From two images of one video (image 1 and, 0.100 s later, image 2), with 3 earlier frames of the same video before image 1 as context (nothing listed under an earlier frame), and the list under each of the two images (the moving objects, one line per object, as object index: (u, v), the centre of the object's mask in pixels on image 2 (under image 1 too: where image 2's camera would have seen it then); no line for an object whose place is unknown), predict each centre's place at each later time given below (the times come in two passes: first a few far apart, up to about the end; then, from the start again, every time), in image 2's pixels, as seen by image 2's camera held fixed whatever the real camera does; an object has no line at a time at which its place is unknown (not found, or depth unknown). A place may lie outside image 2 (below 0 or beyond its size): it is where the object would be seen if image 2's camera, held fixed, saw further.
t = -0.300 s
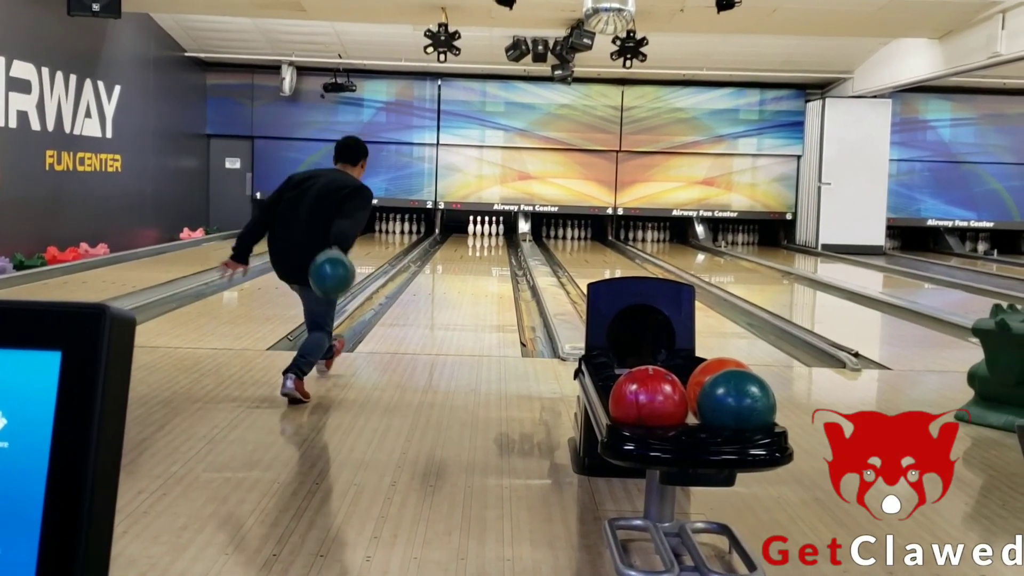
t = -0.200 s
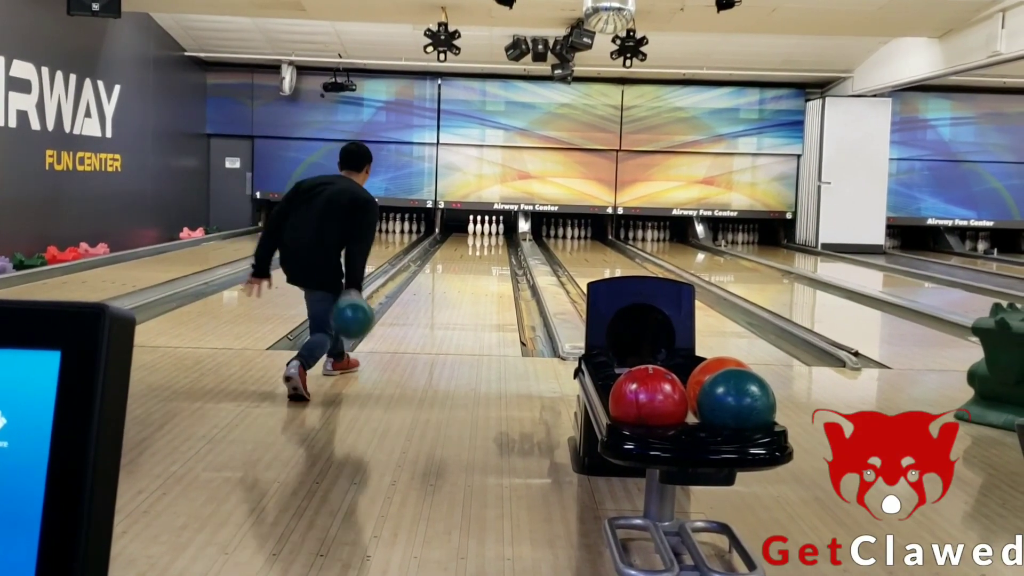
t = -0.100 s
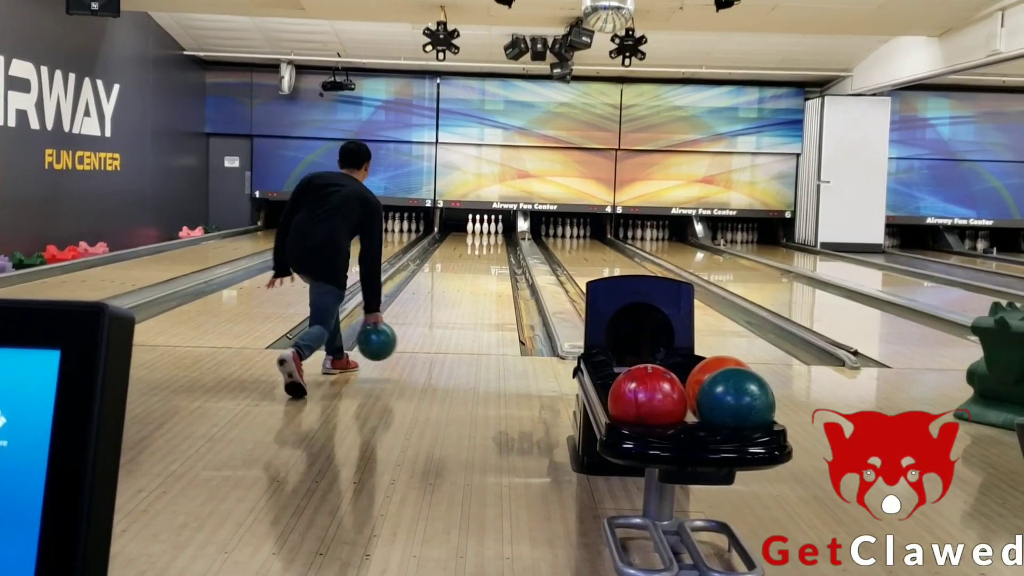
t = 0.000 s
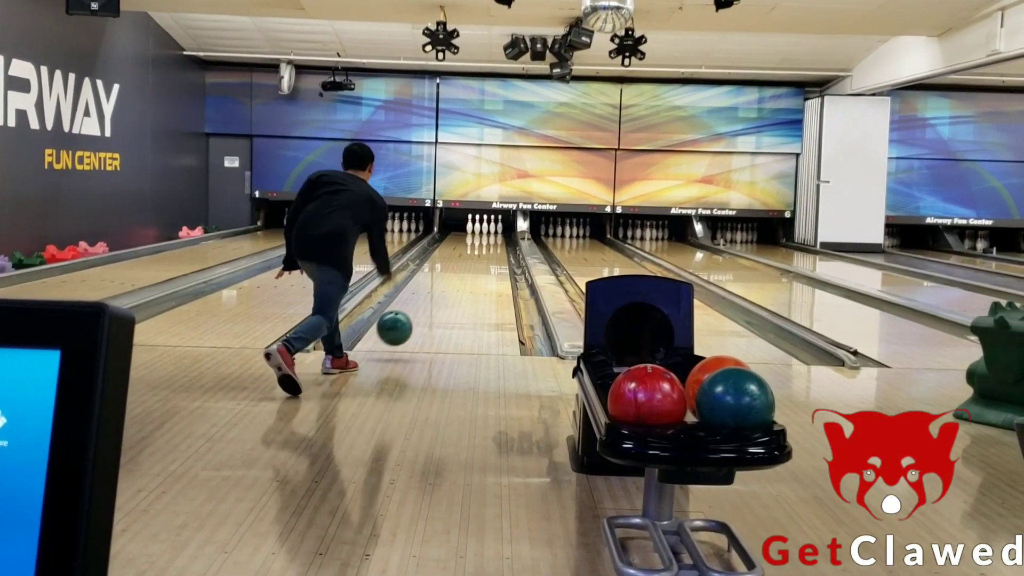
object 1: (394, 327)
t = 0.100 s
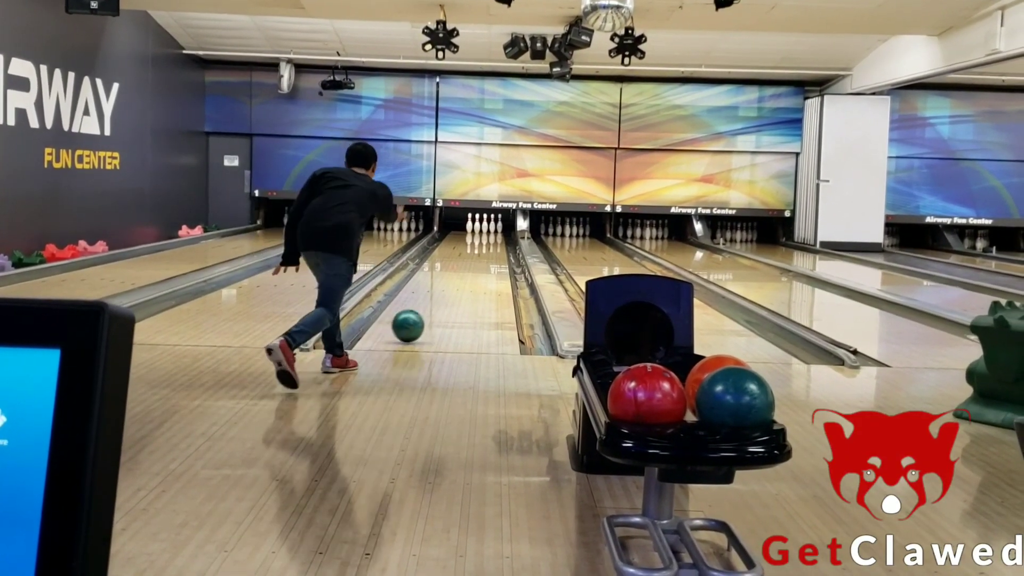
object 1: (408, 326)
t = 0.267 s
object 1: (426, 308)
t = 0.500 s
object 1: (445, 288)
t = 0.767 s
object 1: (460, 272)
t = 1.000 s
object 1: (469, 262)
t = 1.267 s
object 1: (478, 252)
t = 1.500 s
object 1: (483, 245)
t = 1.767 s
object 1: (488, 240)
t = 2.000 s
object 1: (491, 236)
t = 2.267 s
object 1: (495, 231)
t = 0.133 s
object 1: (412, 322)
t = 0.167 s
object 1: (415, 318)
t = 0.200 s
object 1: (419, 315)
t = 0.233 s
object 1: (422, 311)
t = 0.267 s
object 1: (426, 308)
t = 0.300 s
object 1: (429, 304)
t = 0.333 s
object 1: (432, 301)
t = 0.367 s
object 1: (435, 299)
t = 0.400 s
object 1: (437, 296)
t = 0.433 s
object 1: (440, 293)
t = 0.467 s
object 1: (442, 291)
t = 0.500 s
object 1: (445, 288)
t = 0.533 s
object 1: (446, 286)
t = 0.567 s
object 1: (448, 284)
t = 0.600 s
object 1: (450, 282)
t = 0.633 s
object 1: (452, 280)
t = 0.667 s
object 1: (454, 278)
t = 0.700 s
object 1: (456, 276)
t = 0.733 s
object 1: (458, 274)
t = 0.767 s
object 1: (460, 272)
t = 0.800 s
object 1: (461, 271)
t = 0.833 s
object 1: (463, 269)
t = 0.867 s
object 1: (464, 268)
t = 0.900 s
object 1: (465, 267)
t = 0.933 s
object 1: (466, 265)
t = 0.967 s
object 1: (468, 263)
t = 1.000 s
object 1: (469, 262)
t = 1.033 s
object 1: (470, 260)
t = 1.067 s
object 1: (471, 259)
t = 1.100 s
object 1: (472, 258)
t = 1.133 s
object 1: (473, 257)
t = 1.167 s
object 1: (475, 256)
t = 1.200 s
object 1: (476, 254)
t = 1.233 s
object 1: (477, 253)
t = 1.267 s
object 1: (478, 252)
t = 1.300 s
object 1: (479, 251)
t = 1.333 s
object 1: (479, 250)
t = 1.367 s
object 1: (480, 249)
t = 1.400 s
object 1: (481, 248)
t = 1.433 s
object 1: (482, 247)
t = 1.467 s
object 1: (482, 246)
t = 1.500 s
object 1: (483, 245)
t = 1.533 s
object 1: (484, 244)
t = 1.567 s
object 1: (485, 244)
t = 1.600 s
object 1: (485, 243)
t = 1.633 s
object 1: (486, 243)
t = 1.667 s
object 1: (486, 242)
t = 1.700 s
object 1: (487, 241)
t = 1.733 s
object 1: (487, 241)
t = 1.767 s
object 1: (488, 240)
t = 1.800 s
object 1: (489, 239)
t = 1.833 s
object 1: (490, 238)
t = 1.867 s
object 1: (490, 238)
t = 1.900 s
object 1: (491, 237)
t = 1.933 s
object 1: (491, 237)
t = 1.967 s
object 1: (491, 236)
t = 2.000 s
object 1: (491, 236)
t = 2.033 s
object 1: (492, 235)
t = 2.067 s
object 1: (492, 234)
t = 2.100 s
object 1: (493, 234)
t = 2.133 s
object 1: (493, 234)
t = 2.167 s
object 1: (494, 233)
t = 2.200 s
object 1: (494, 233)
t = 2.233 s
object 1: (495, 232)
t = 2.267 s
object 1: (495, 231)
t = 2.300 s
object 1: (496, 231)
